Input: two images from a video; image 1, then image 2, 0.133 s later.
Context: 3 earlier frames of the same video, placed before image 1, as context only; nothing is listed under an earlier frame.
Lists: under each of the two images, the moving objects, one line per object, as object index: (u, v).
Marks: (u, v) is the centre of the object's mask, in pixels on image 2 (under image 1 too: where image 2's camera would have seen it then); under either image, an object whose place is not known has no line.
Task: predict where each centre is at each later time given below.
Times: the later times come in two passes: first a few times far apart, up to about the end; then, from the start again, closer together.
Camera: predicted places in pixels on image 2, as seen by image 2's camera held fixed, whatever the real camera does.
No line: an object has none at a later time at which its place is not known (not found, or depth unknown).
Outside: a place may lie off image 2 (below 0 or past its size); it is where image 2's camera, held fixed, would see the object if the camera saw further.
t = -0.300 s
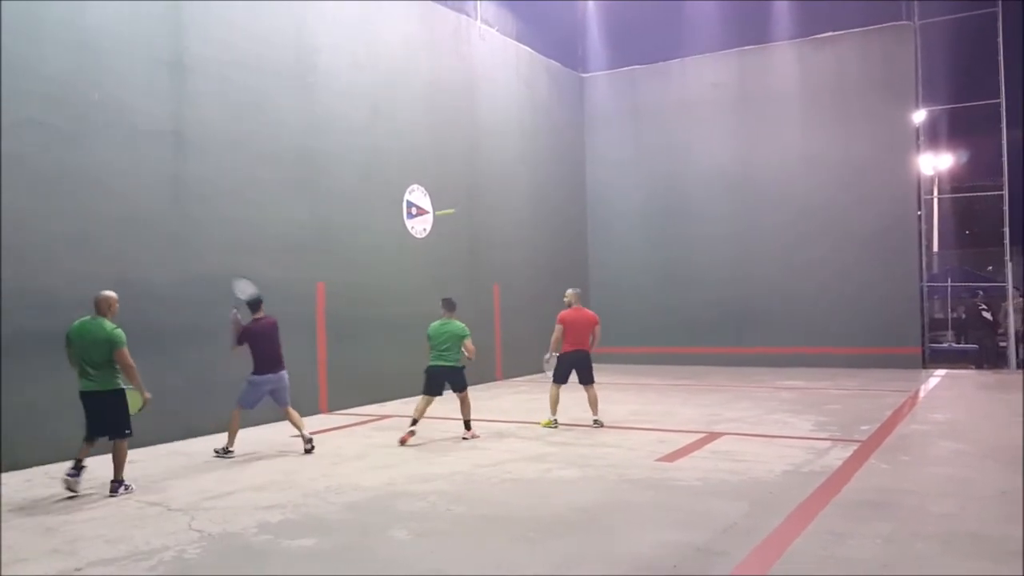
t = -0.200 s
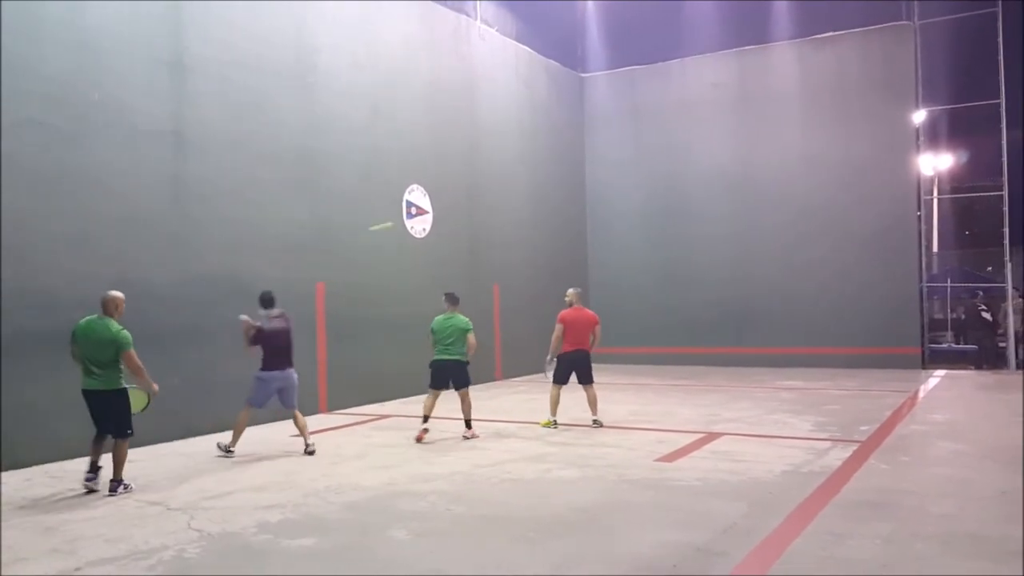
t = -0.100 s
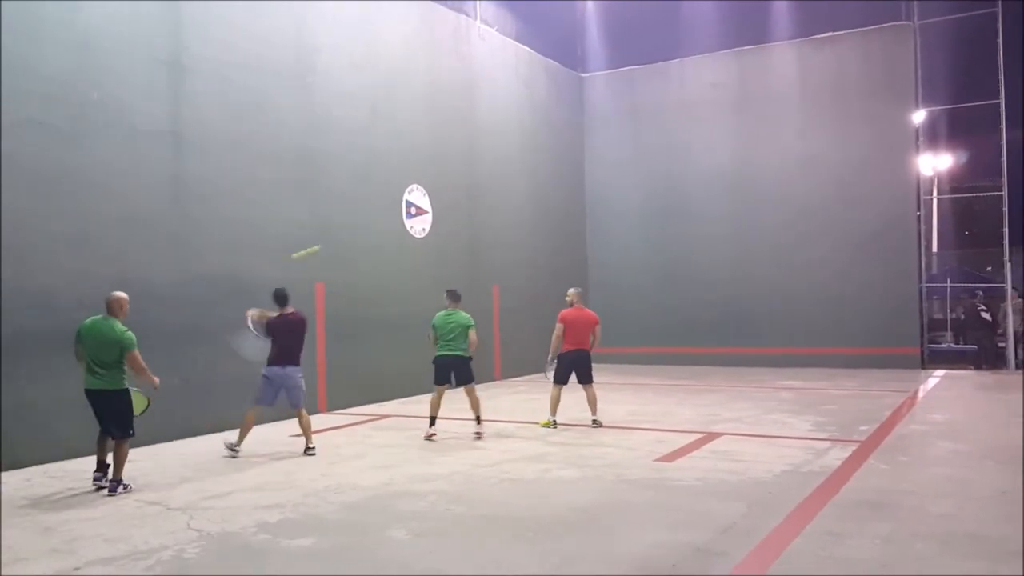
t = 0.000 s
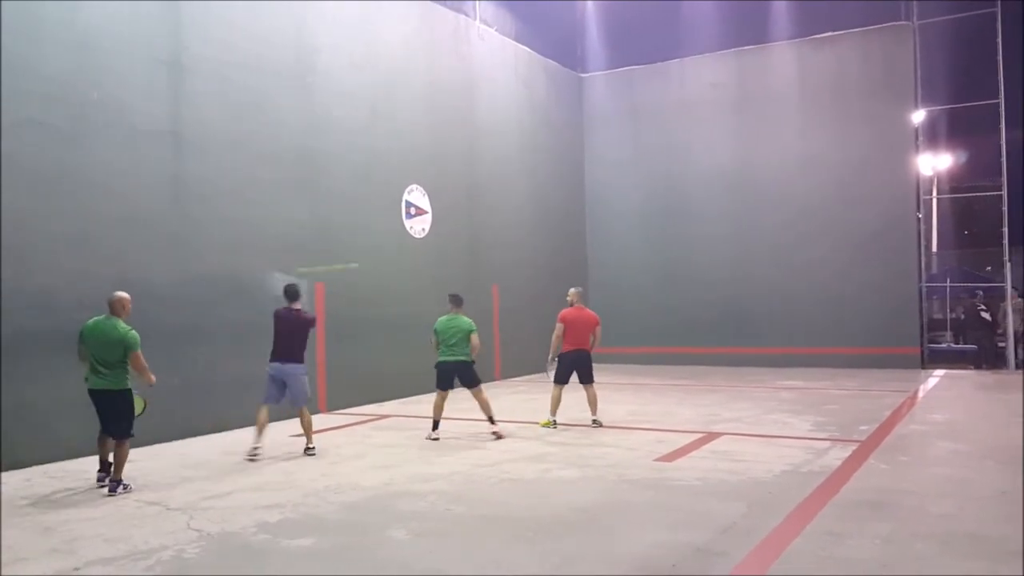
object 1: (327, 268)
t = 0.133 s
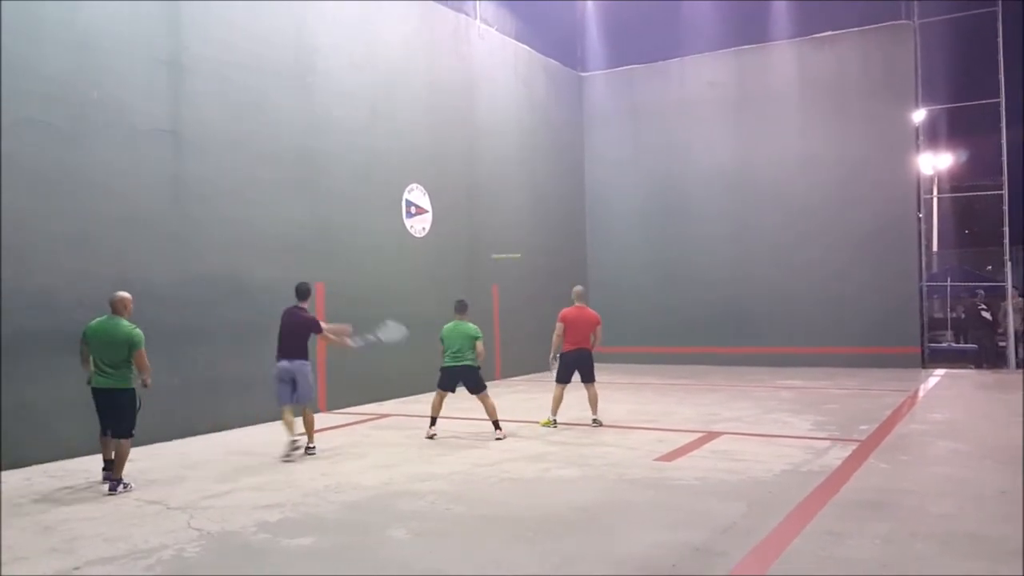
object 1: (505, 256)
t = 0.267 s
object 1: (596, 258)
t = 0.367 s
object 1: (596, 260)
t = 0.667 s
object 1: (473, 286)
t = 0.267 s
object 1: (596, 258)
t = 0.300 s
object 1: (611, 259)
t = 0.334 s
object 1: (608, 259)
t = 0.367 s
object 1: (596, 260)
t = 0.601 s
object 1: (503, 275)
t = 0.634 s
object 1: (488, 281)
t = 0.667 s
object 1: (473, 286)
